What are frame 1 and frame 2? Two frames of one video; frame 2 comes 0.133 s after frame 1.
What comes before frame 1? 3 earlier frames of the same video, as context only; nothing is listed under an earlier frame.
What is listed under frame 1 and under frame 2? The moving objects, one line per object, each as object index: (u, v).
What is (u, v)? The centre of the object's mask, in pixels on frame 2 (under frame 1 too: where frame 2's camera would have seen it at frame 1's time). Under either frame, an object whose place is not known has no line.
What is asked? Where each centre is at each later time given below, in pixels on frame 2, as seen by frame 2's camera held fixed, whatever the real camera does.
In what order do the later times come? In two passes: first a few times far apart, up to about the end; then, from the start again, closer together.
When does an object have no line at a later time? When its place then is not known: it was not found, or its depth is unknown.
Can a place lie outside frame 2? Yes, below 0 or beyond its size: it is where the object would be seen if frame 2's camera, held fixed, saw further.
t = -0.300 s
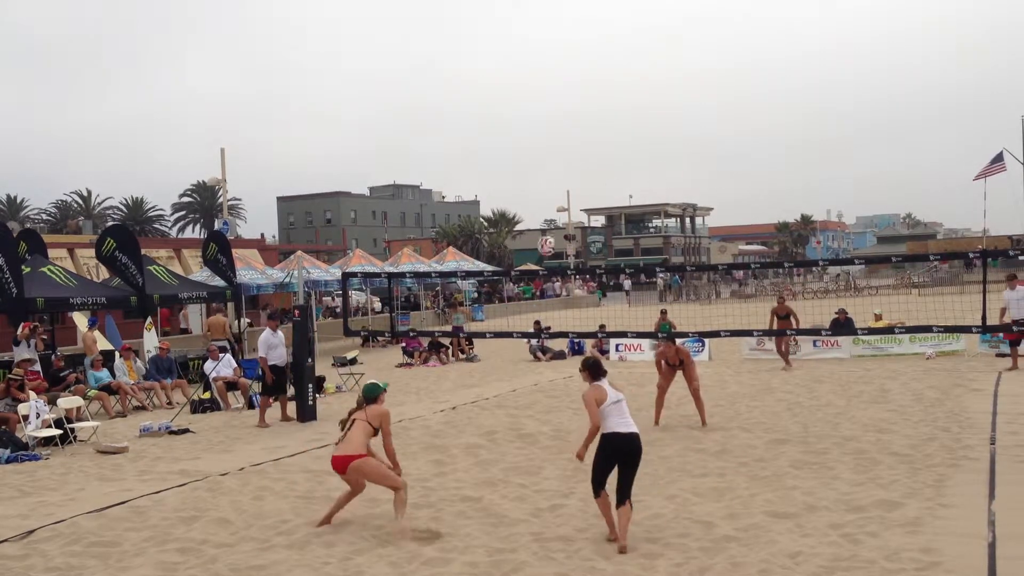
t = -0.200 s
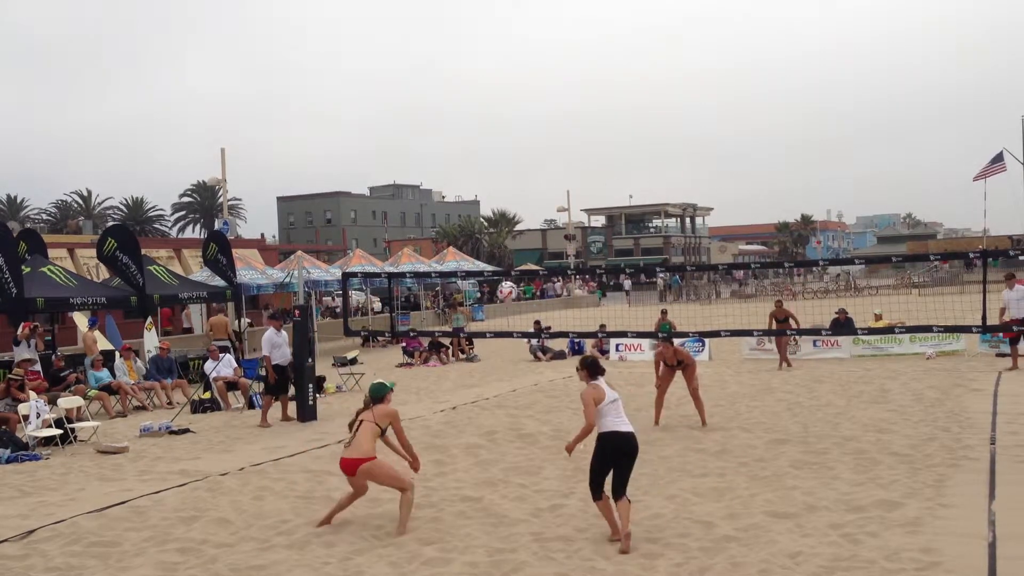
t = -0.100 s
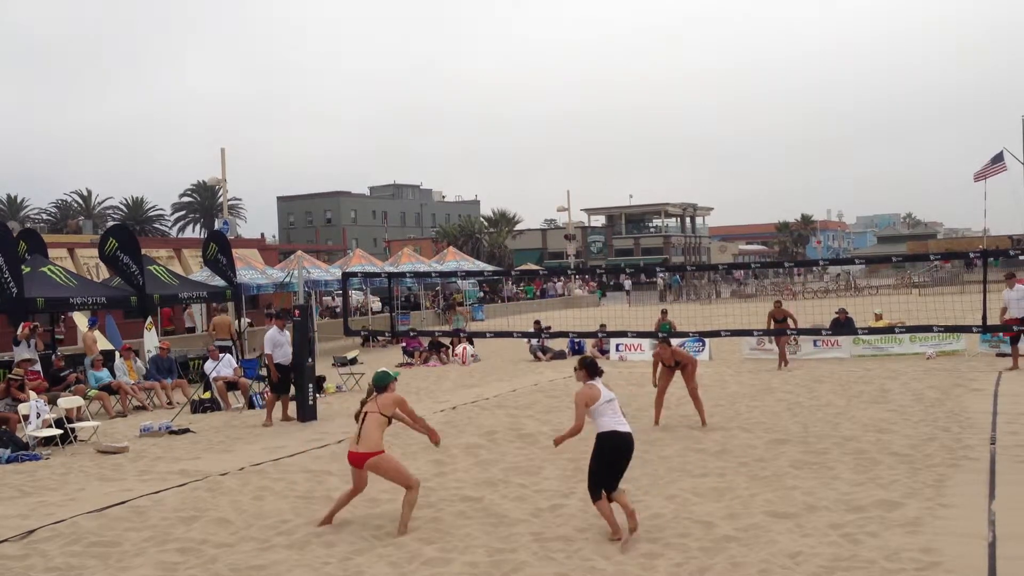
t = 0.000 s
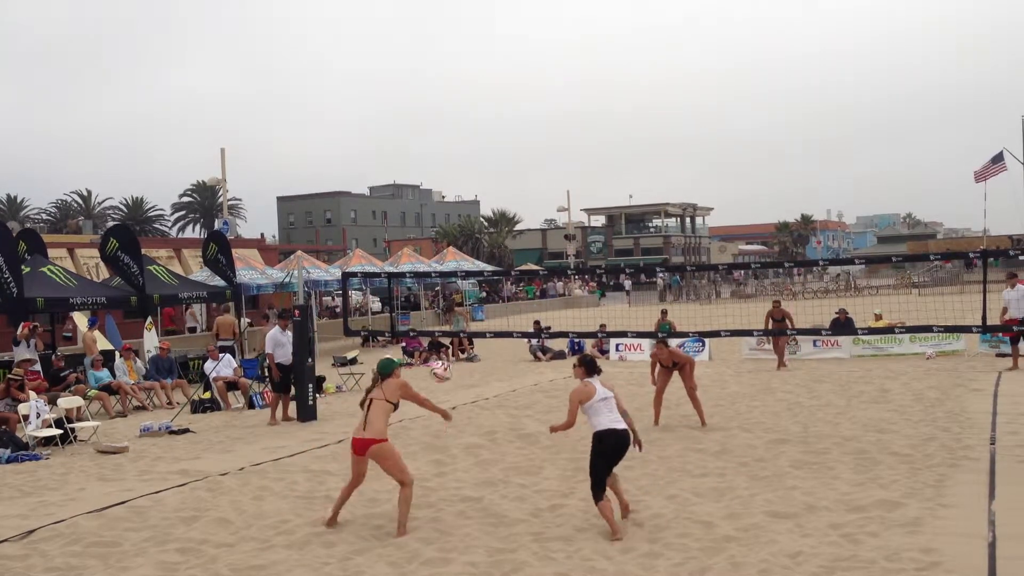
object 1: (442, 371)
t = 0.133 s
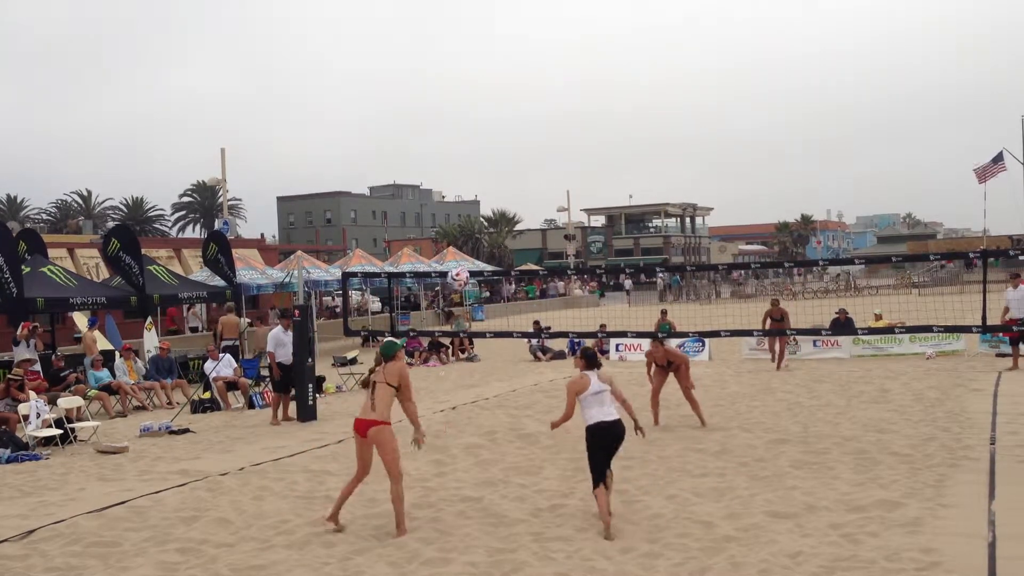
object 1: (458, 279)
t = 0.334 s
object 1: (481, 173)
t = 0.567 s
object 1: (506, 105)
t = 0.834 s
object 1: (533, 93)
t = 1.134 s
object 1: (564, 160)
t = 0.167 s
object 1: (463, 257)
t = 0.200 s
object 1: (466, 239)
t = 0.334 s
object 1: (481, 173)
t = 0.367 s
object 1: (485, 161)
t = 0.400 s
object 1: (489, 149)
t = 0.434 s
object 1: (492, 138)
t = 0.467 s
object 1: (496, 128)
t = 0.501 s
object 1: (500, 119)
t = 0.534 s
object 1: (504, 112)
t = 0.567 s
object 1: (506, 105)
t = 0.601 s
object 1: (510, 99)
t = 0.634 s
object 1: (513, 96)
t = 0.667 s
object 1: (516, 92)
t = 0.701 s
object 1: (520, 91)
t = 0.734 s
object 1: (523, 89)
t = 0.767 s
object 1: (527, 89)
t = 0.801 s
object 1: (530, 91)
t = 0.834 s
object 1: (533, 93)
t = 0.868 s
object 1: (537, 96)
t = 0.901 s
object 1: (540, 100)
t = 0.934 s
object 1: (544, 106)
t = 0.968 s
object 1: (547, 112)
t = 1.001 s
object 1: (551, 120)
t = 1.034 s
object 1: (554, 129)
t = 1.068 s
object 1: (557, 138)
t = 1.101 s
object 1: (561, 148)
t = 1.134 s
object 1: (564, 160)
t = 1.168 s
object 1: (568, 172)
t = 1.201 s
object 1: (571, 186)
